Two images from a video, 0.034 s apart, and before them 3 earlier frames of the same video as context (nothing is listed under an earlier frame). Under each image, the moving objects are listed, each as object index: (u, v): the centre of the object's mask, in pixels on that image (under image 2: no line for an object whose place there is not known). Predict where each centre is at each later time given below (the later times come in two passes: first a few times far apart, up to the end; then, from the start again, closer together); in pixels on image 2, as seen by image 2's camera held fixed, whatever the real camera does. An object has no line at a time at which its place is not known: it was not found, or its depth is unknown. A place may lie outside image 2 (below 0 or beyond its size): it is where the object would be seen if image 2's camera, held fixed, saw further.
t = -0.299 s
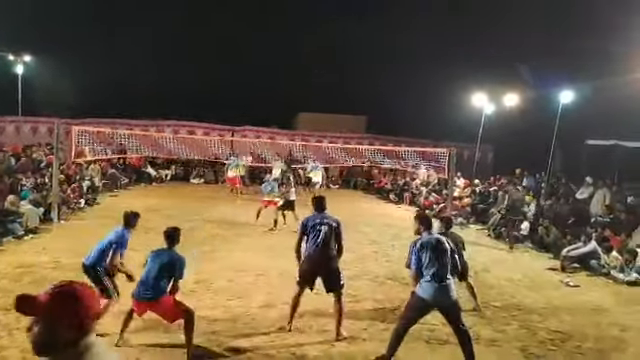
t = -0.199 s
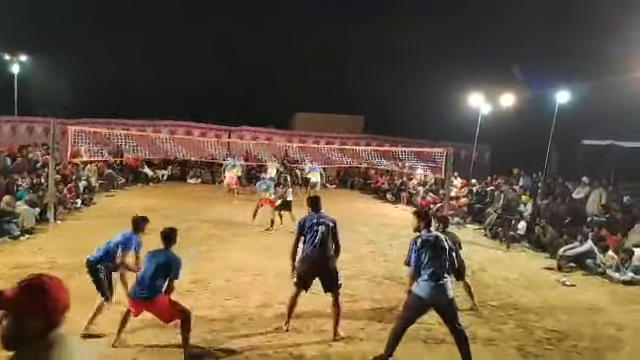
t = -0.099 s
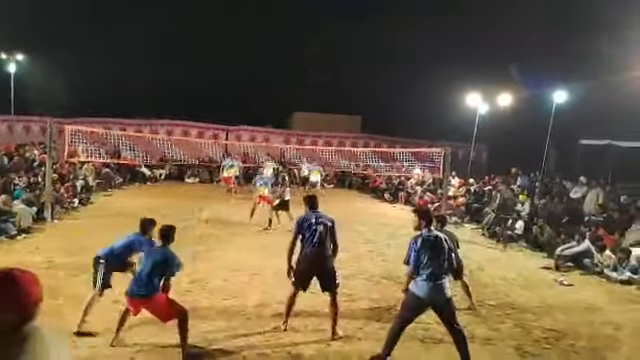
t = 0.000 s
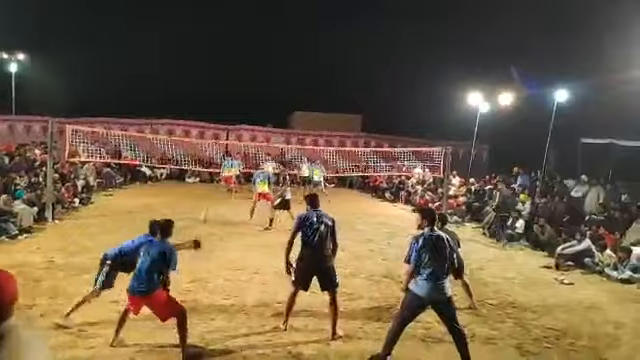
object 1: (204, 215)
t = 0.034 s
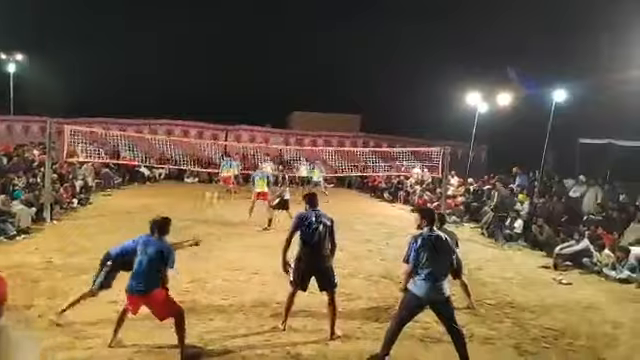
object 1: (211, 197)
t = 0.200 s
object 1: (237, 124)
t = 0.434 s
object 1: (260, 73)
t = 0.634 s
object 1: (273, 58)
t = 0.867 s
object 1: (283, 61)
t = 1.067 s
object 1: (289, 77)
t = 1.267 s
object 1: (293, 102)
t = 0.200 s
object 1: (237, 124)
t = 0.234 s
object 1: (241, 114)
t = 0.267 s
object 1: (245, 105)
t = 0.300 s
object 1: (248, 97)
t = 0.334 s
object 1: (252, 90)
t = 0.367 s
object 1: (255, 83)
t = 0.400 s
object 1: (257, 78)
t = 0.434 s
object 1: (260, 73)
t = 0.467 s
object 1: (263, 69)
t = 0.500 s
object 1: (265, 65)
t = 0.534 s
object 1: (267, 63)
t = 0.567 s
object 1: (269, 60)
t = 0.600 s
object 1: (271, 59)
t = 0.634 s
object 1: (273, 58)
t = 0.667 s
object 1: (274, 57)
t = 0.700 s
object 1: (276, 57)
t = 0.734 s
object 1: (277, 56)
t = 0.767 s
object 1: (279, 58)
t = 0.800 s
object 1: (281, 58)
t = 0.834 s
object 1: (282, 60)
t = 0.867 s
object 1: (283, 61)
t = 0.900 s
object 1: (285, 63)
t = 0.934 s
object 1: (285, 65)
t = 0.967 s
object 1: (287, 68)
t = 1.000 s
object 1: (287, 71)
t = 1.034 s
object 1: (288, 74)
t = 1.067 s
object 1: (289, 77)
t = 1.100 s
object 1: (290, 81)
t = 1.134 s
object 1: (291, 85)
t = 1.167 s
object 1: (291, 89)
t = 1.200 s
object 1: (292, 93)
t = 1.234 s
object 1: (292, 97)
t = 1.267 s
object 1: (293, 102)
